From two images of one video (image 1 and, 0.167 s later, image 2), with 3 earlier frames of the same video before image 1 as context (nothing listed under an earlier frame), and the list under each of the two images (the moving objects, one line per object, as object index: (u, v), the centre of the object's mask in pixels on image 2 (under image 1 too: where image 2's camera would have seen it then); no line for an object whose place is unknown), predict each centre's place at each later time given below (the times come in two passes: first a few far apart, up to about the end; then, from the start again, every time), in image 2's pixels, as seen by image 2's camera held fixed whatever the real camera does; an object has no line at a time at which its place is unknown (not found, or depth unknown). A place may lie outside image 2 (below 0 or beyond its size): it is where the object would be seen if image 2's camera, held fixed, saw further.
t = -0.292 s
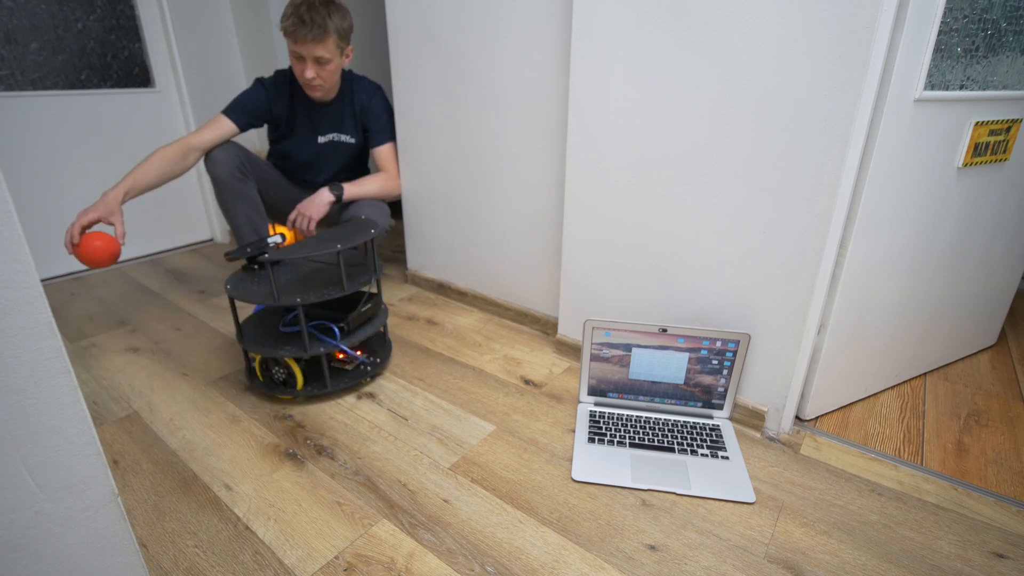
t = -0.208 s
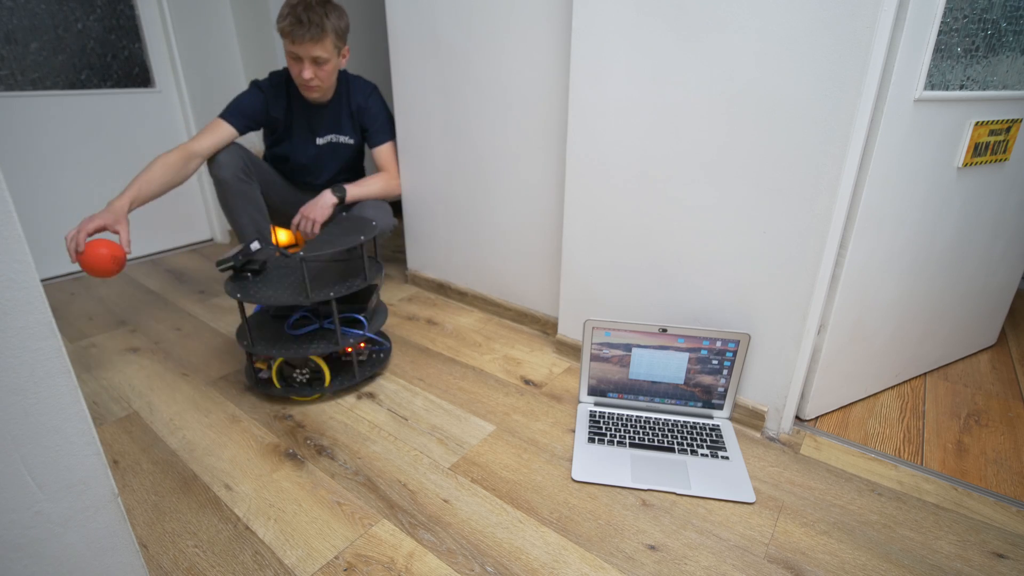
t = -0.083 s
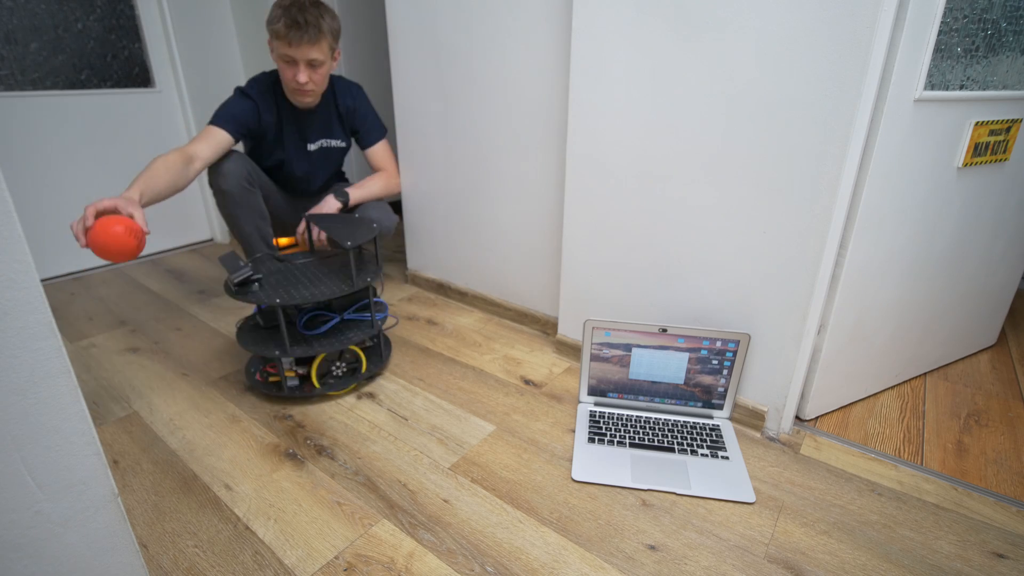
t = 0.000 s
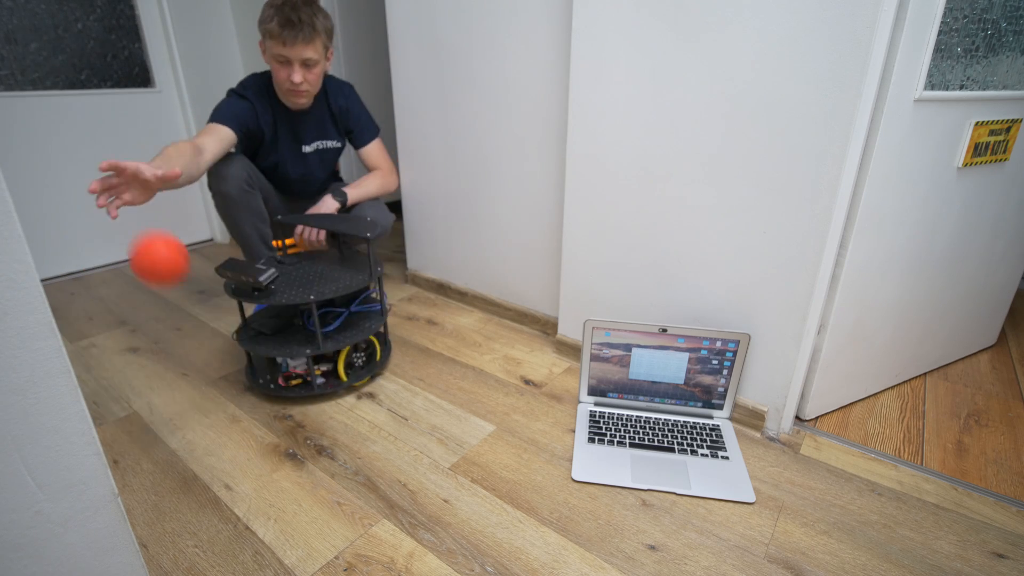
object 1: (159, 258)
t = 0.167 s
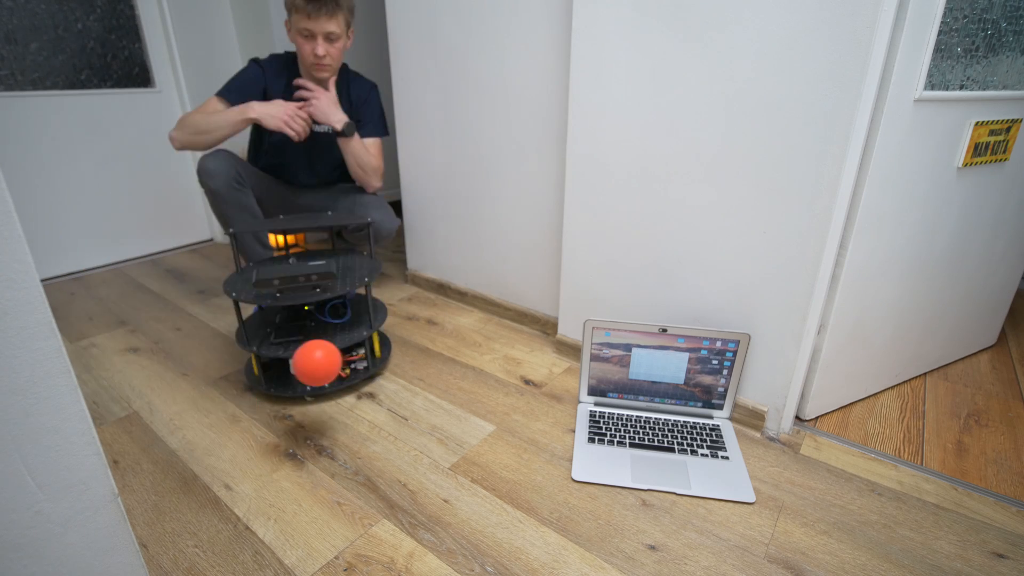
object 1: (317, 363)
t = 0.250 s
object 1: (381, 389)
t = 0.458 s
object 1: (476, 385)
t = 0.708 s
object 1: (473, 444)
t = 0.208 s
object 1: (354, 394)
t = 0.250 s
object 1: (381, 389)
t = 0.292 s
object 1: (403, 379)
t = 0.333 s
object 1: (424, 381)
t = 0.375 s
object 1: (444, 380)
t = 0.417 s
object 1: (462, 383)
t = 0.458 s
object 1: (476, 385)
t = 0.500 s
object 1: (485, 391)
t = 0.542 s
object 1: (490, 400)
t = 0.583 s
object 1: (491, 411)
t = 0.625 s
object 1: (488, 422)
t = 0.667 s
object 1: (482, 433)
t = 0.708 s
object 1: (473, 444)
